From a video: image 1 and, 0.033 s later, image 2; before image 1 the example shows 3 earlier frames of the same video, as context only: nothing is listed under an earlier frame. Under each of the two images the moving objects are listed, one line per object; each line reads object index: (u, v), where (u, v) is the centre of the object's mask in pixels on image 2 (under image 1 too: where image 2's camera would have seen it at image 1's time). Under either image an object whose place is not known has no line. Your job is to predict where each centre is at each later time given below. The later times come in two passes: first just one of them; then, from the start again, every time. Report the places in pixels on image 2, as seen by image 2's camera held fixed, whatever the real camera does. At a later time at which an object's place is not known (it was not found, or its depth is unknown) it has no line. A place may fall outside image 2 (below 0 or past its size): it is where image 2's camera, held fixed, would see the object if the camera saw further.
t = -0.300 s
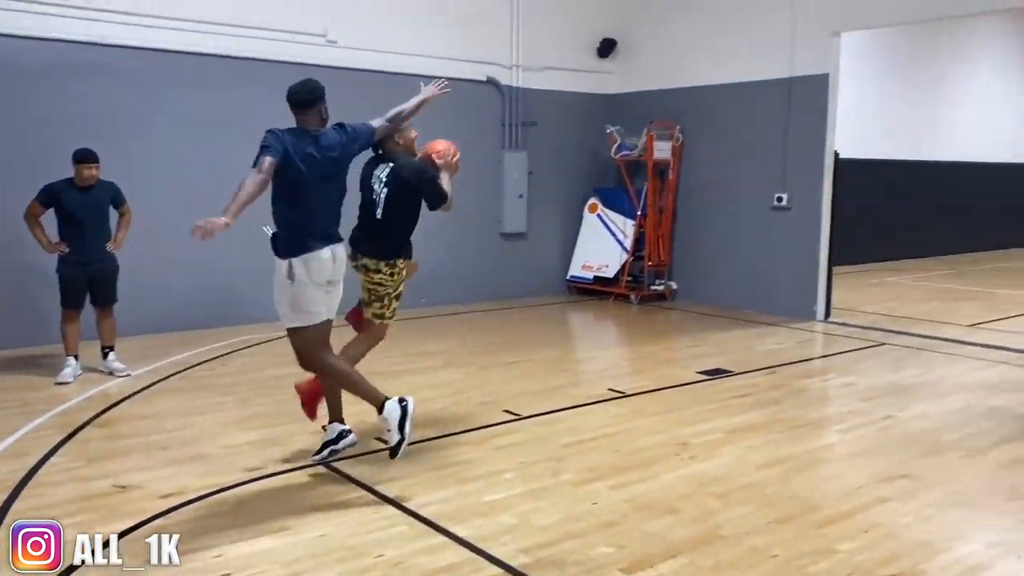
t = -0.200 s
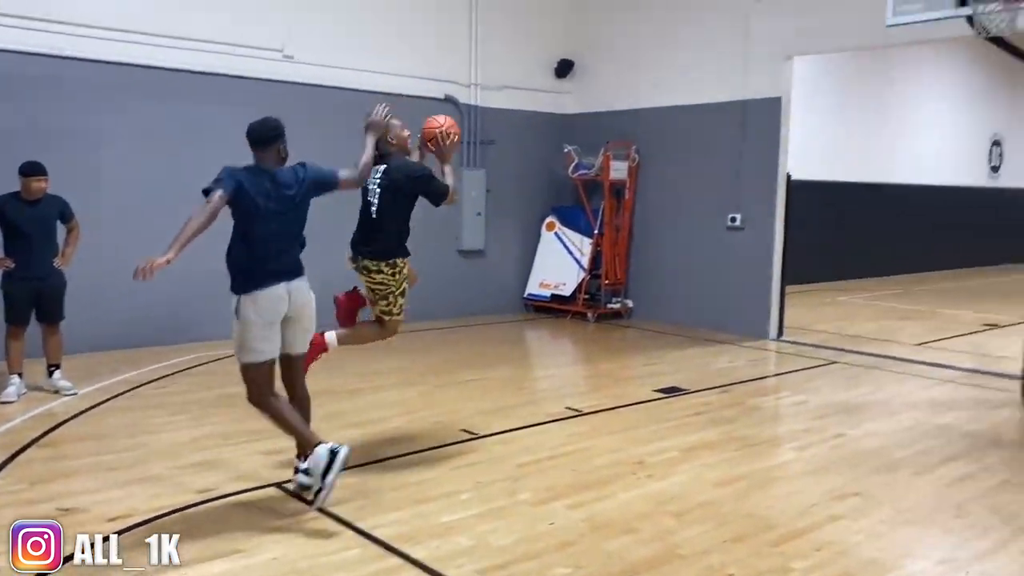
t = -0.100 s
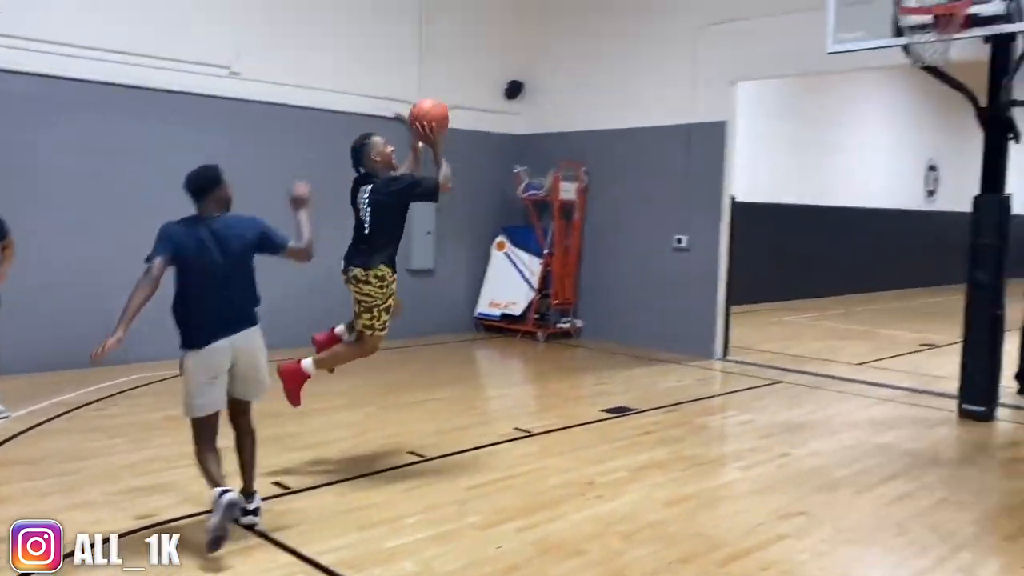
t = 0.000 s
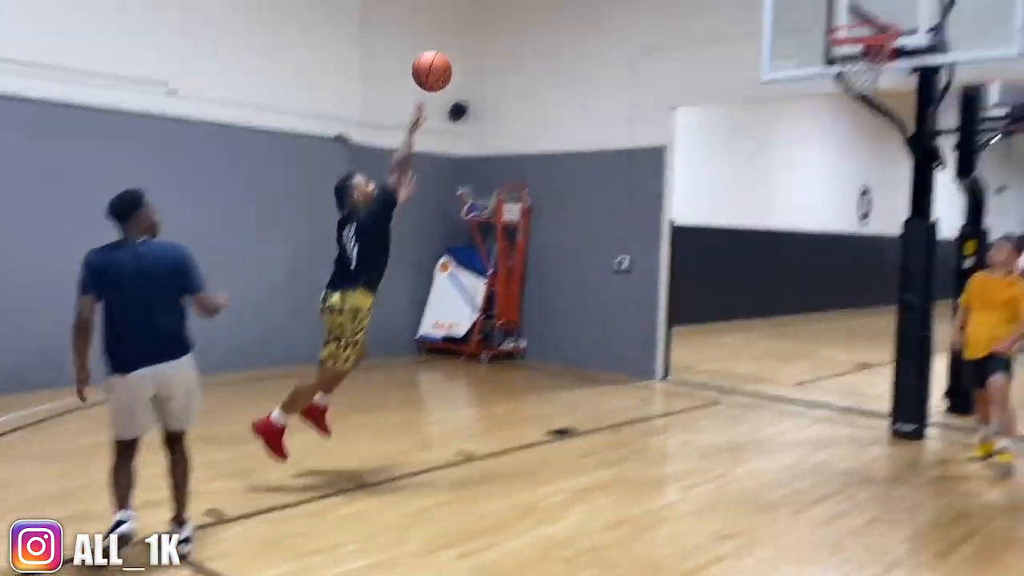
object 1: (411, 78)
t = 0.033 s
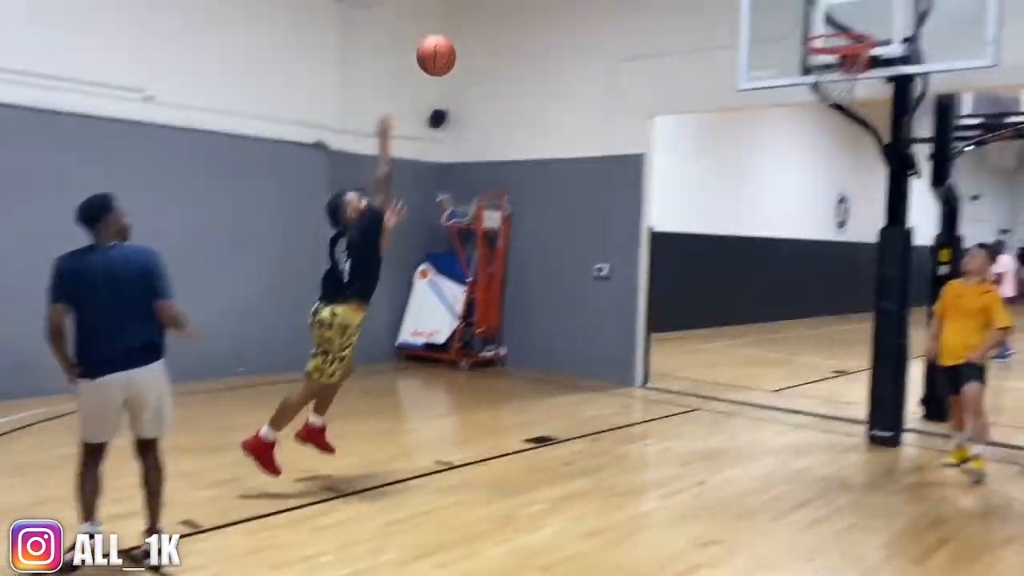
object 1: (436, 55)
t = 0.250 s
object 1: (586, -34)
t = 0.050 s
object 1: (448, 45)
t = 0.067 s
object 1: (460, 35)
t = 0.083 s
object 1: (472, 25)
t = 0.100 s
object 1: (484, 17)
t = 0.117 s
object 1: (495, 9)
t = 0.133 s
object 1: (507, 1)
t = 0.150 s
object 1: (518, -5)
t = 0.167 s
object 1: (530, -11)
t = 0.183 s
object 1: (541, -16)
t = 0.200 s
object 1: (553, -21)
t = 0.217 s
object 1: (564, -25)
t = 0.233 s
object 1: (575, -30)
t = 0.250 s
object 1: (586, -34)
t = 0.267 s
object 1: (596, -37)
